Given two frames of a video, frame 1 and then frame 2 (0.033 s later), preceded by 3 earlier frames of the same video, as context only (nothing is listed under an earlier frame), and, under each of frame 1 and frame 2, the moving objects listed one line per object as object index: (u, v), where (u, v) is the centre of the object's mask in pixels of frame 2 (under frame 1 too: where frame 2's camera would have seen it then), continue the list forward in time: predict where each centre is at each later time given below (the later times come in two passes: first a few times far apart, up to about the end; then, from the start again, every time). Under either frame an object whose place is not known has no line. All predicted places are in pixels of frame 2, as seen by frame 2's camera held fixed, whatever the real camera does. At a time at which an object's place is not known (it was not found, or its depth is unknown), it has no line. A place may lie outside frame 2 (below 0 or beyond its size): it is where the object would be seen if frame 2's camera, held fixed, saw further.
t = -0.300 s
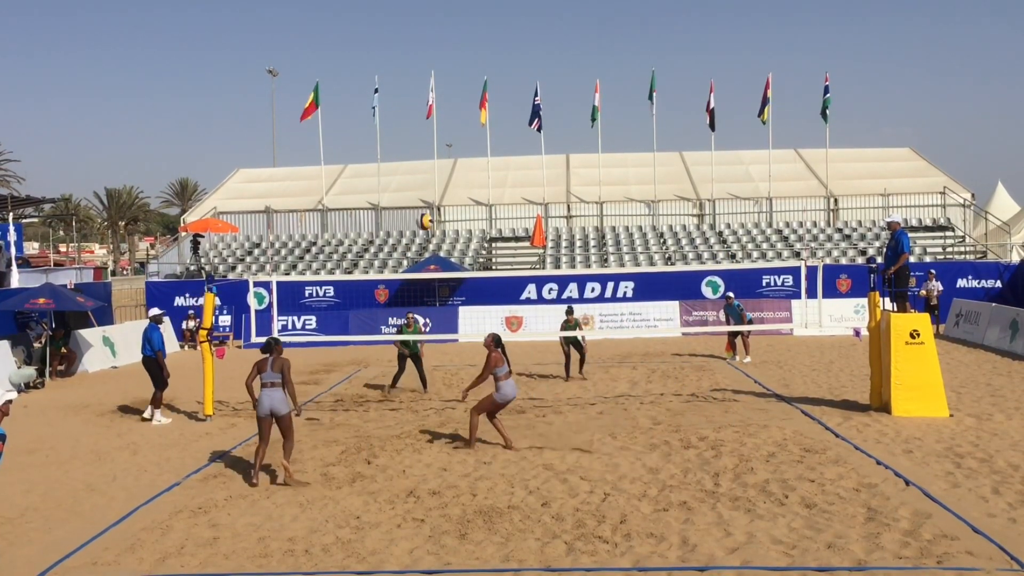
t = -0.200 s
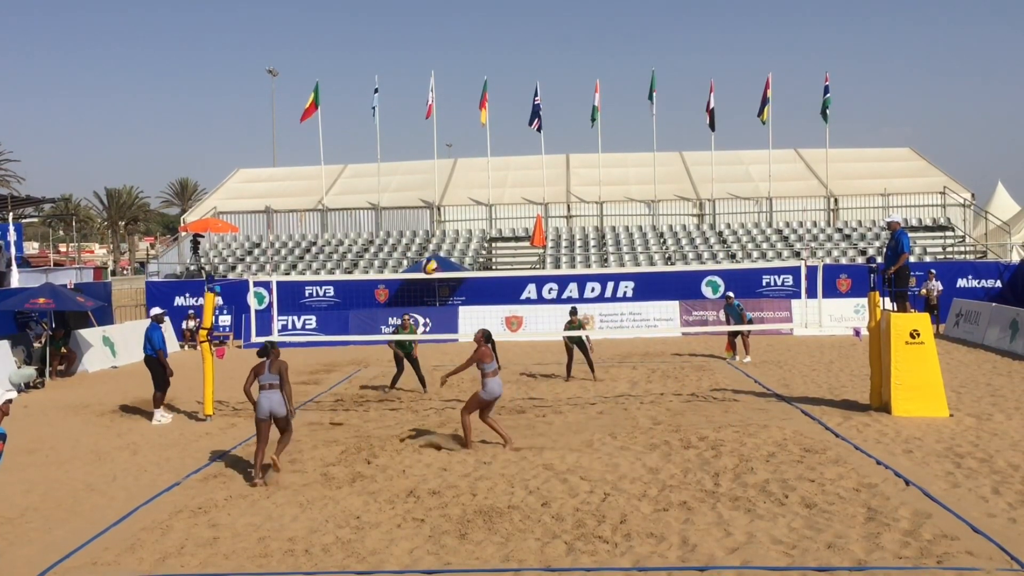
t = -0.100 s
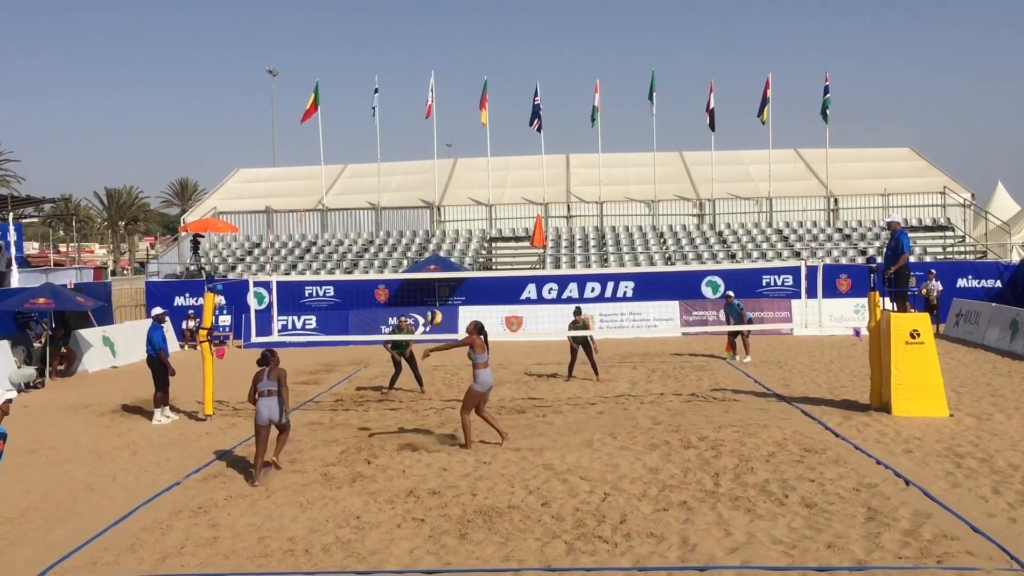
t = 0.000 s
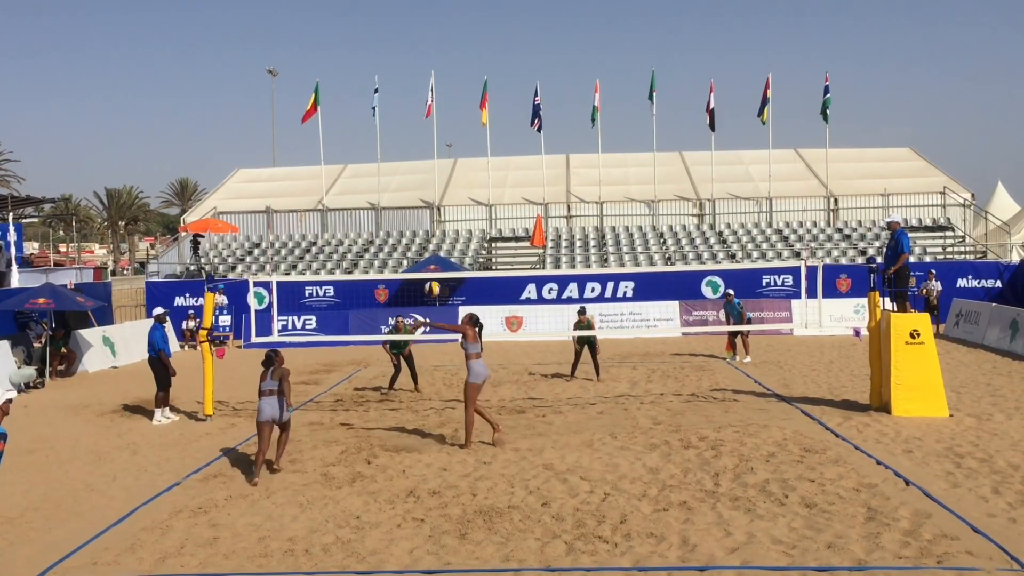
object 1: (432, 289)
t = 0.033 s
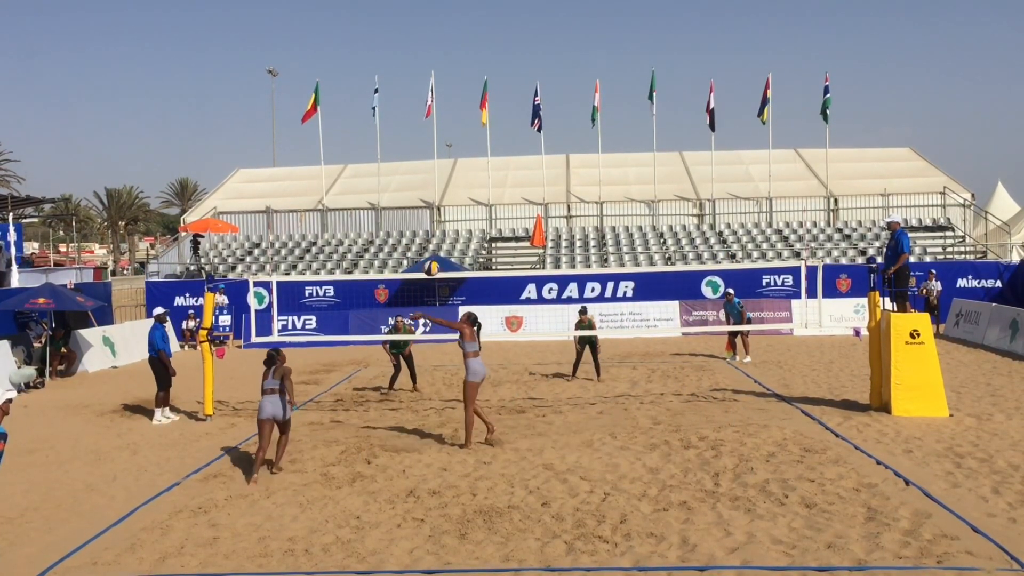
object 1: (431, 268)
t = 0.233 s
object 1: (425, 169)
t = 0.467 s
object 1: (420, 94)
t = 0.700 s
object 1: (417, 61)
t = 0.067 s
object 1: (431, 249)
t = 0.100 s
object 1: (429, 231)
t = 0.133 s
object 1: (428, 214)
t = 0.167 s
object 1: (427, 198)
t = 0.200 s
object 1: (426, 183)
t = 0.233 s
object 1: (425, 169)
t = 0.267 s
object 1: (425, 155)
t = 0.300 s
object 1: (424, 142)
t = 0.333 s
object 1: (423, 131)
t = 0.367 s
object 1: (423, 120)
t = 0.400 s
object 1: (422, 111)
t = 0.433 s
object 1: (421, 102)
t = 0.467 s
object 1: (420, 94)
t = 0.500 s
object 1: (420, 87)
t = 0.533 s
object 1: (420, 81)
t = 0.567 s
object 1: (419, 75)
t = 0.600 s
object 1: (418, 70)
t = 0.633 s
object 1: (418, 66)
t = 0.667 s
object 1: (417, 63)
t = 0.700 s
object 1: (417, 61)
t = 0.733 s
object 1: (416, 59)
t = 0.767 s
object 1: (416, 58)
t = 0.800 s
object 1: (415, 58)
